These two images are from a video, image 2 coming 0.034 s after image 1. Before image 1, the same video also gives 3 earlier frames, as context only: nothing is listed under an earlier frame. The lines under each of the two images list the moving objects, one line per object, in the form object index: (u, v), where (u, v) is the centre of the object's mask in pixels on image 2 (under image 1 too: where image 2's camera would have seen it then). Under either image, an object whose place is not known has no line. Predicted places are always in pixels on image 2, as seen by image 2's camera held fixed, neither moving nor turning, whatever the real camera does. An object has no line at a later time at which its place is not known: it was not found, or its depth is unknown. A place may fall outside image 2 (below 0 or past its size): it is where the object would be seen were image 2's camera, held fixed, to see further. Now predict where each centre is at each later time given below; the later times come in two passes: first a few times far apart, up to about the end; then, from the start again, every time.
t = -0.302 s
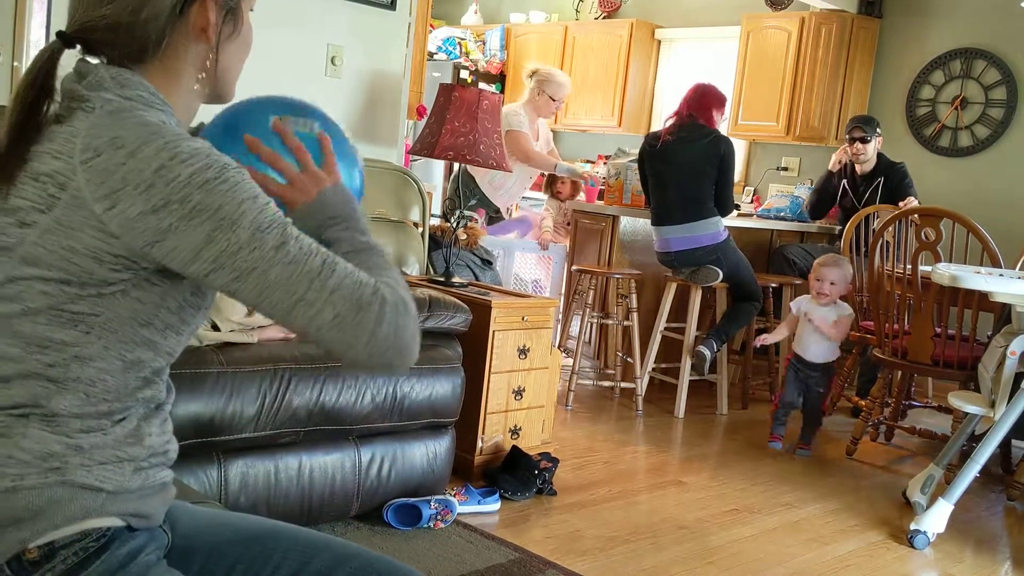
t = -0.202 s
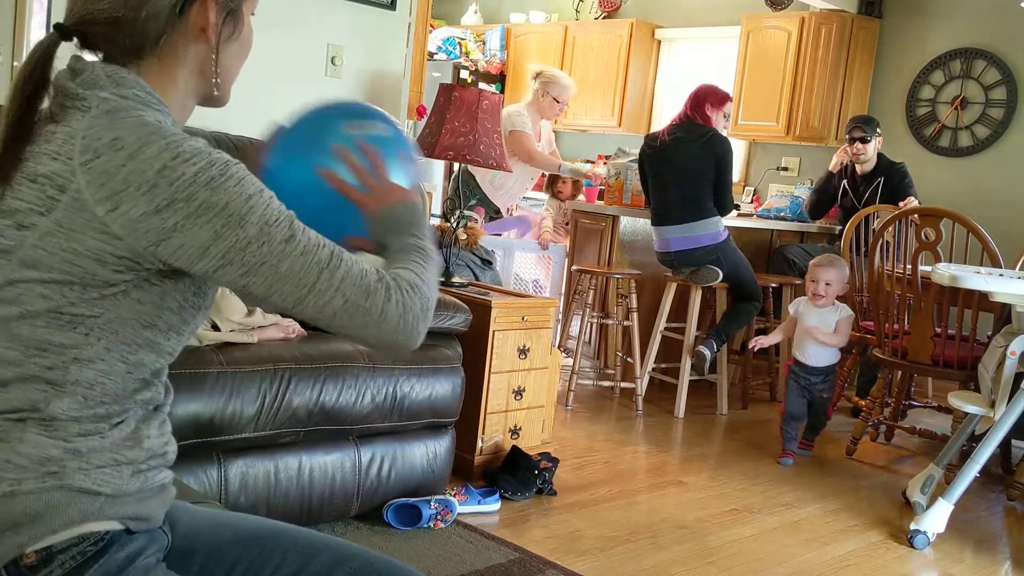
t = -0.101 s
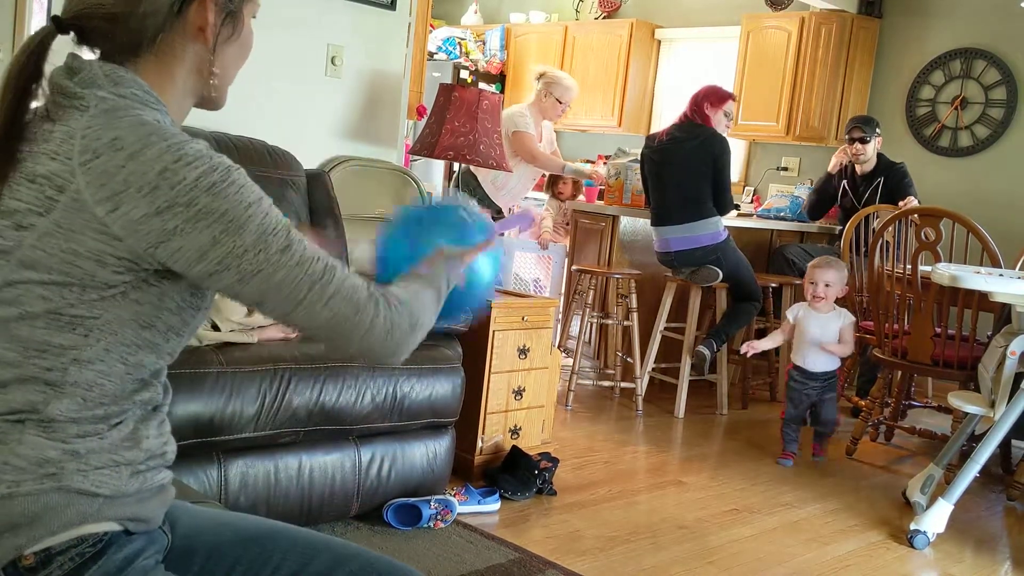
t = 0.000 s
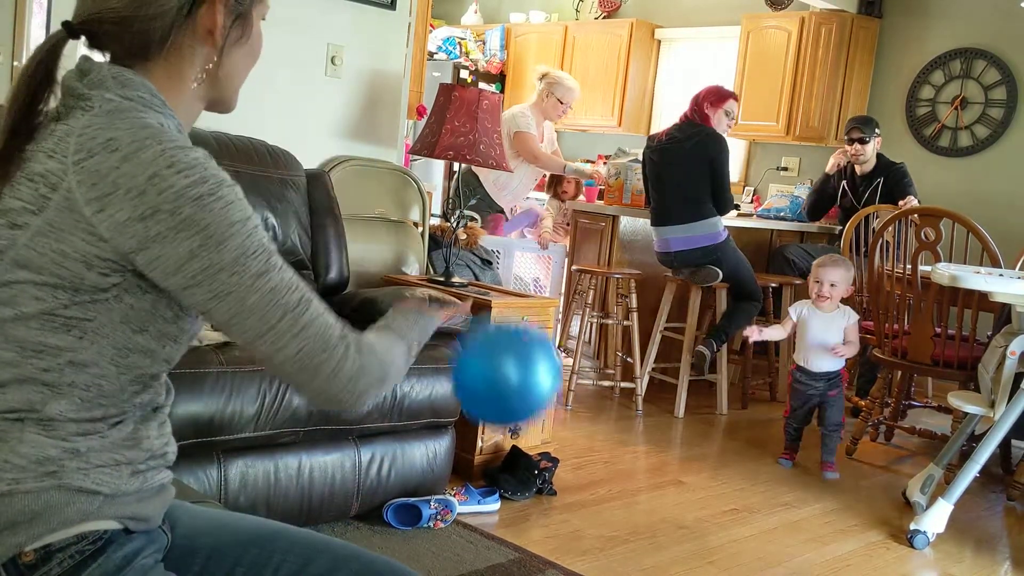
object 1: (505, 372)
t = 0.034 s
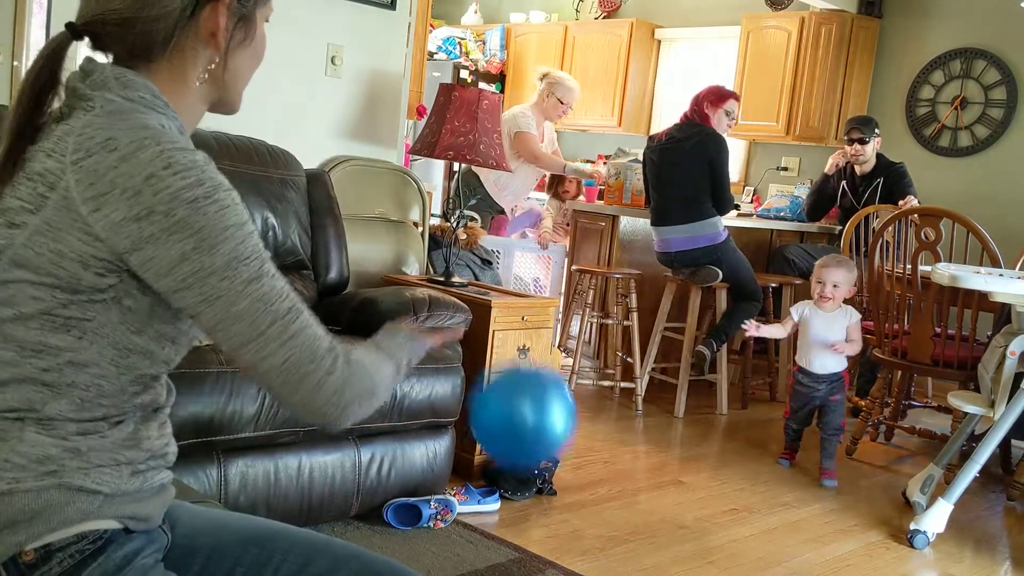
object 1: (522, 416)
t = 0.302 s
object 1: (610, 395)
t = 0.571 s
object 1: (664, 291)
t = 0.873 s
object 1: (681, 448)
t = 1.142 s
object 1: (727, 356)
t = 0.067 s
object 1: (538, 457)
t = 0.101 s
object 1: (548, 498)
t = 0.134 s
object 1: (559, 536)
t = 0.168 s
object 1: (566, 542)
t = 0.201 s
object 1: (579, 504)
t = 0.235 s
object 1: (591, 462)
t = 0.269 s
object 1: (601, 426)
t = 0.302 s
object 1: (610, 395)
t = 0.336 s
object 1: (618, 368)
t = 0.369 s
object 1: (626, 345)
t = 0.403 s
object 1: (634, 325)
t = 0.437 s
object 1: (641, 311)
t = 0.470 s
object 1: (647, 300)
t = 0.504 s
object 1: (653, 293)
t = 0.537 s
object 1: (658, 290)
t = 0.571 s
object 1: (664, 291)
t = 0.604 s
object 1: (668, 296)
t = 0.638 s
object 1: (671, 305)
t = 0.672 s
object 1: (675, 317)
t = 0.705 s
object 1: (677, 332)
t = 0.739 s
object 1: (679, 351)
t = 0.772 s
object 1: (680, 371)
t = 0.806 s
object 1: (681, 395)
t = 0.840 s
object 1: (681, 420)
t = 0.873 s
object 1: (681, 448)
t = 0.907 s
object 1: (680, 478)
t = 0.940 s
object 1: (685, 471)
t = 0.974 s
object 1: (694, 443)
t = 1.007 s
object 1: (701, 418)
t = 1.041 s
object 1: (709, 398)
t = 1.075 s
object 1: (716, 380)
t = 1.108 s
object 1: (722, 366)
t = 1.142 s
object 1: (727, 356)
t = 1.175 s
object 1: (733, 348)
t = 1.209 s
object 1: (738, 344)
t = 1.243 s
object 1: (742, 342)
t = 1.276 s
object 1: (746, 344)
